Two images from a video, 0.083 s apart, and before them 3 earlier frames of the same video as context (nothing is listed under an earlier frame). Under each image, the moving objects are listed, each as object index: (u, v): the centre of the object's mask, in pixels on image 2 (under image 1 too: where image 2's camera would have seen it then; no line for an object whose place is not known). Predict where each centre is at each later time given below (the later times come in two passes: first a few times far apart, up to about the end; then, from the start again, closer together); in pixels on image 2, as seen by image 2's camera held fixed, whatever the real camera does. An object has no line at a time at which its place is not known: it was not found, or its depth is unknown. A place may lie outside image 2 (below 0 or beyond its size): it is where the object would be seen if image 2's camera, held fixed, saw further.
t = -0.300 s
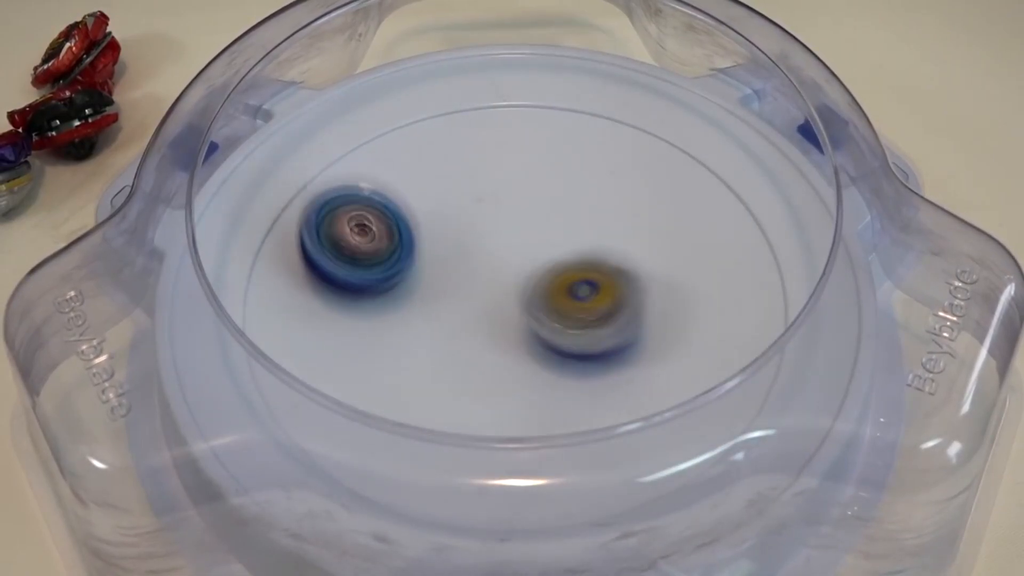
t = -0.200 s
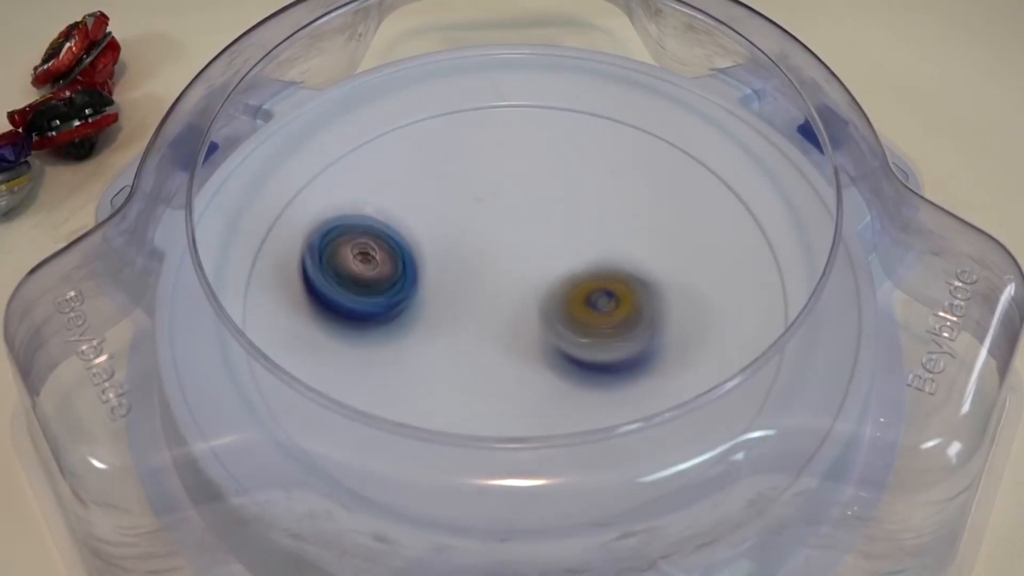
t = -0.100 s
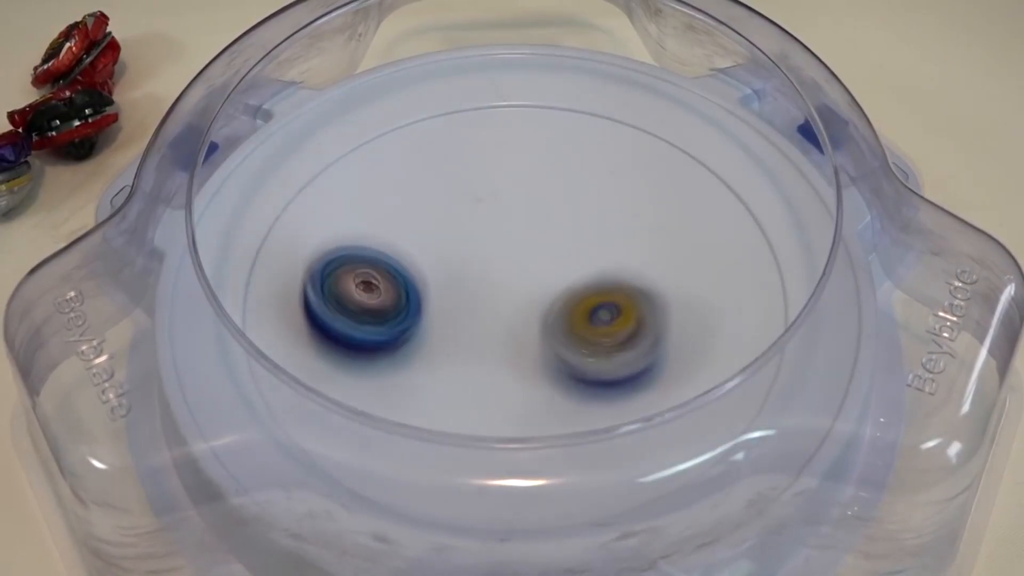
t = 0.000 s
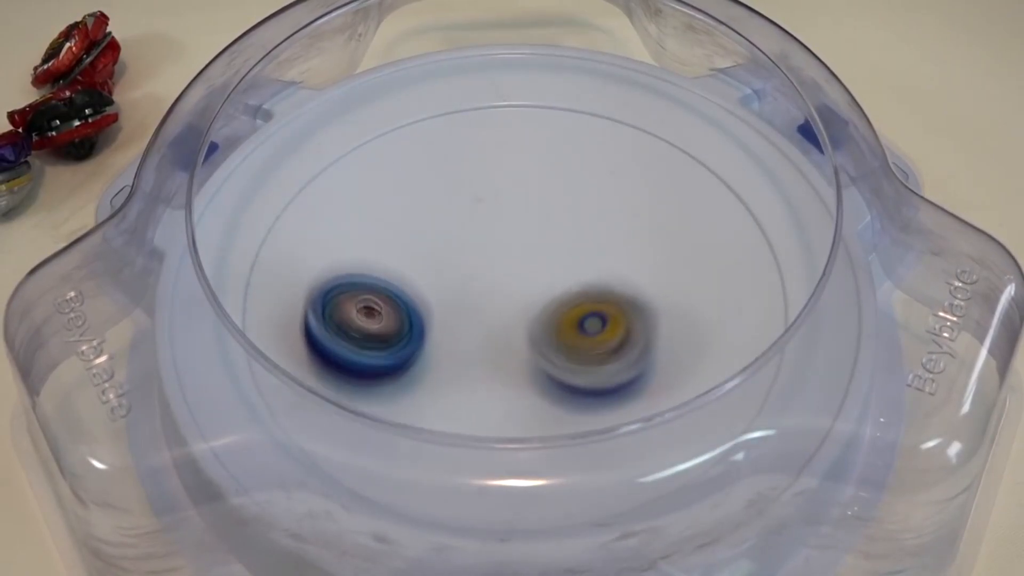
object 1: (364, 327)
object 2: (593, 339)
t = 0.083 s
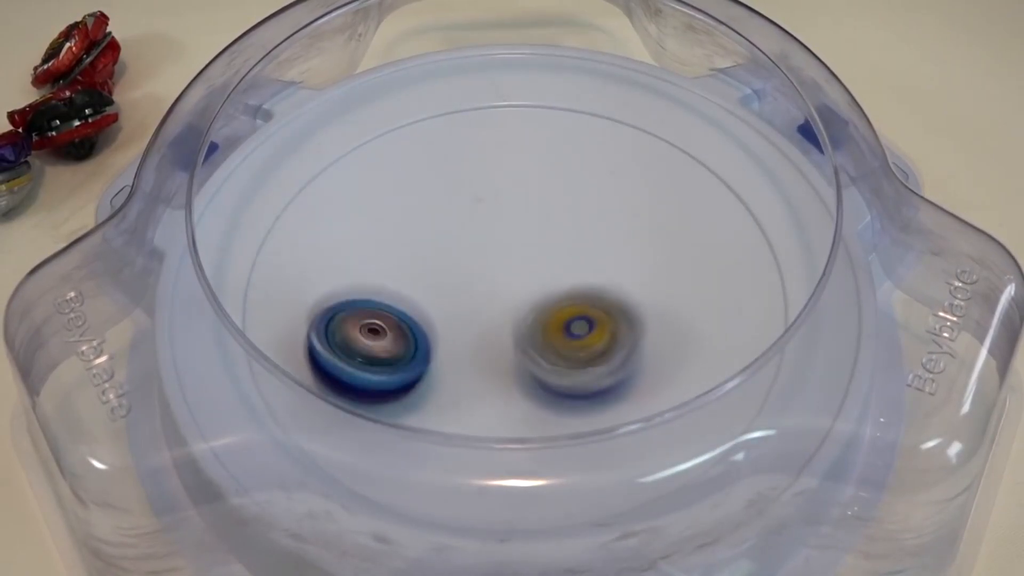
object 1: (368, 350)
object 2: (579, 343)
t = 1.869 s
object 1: (565, 285)
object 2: (445, 234)
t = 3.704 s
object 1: (490, 228)
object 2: (626, 399)
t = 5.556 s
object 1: (636, 305)
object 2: (400, 248)
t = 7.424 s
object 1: (546, 452)
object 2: (491, 239)
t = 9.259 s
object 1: (501, 345)
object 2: (545, 240)
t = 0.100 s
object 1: (369, 352)
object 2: (574, 343)
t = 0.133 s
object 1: (373, 359)
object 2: (567, 341)
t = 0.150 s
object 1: (376, 363)
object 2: (563, 339)
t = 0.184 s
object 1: (379, 368)
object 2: (553, 335)
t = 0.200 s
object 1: (381, 369)
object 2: (549, 333)
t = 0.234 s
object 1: (387, 374)
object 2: (542, 328)
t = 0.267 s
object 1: (395, 379)
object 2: (533, 321)
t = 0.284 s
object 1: (399, 382)
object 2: (530, 314)
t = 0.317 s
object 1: (408, 386)
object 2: (524, 305)
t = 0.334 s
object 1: (412, 388)
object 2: (521, 300)
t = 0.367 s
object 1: (420, 390)
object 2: (517, 290)
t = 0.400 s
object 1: (428, 393)
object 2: (515, 280)
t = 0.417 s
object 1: (433, 394)
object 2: (514, 272)
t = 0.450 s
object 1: (440, 395)
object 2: (515, 264)
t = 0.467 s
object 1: (444, 396)
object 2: (516, 262)
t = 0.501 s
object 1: (454, 397)
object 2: (517, 254)
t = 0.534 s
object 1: (465, 398)
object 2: (521, 247)
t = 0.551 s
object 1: (471, 399)
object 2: (522, 241)
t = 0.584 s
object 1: (481, 399)
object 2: (528, 236)
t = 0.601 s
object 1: (484, 399)
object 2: (531, 235)
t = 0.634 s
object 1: (493, 398)
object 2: (538, 230)
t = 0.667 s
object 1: (502, 397)
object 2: (544, 229)
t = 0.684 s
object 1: (507, 397)
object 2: (548, 228)
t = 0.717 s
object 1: (515, 395)
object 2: (551, 228)
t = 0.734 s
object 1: (520, 393)
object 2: (554, 229)
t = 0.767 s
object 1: (530, 390)
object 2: (559, 230)
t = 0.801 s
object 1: (539, 387)
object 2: (563, 232)
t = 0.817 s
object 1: (544, 385)
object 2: (564, 232)
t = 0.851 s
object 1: (552, 382)
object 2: (568, 236)
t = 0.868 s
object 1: (555, 378)
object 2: (568, 240)
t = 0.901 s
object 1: (562, 374)
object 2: (568, 243)
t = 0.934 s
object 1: (567, 369)
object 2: (567, 249)
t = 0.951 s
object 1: (570, 367)
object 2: (566, 251)
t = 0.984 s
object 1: (577, 362)
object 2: (564, 255)
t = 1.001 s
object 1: (582, 363)
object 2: (562, 254)
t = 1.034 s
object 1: (597, 369)
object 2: (554, 249)
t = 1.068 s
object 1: (607, 374)
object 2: (545, 244)
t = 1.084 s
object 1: (610, 376)
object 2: (541, 241)
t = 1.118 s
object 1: (615, 375)
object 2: (534, 236)
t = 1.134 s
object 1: (614, 374)
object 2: (531, 236)
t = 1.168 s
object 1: (612, 372)
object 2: (526, 234)
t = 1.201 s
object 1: (608, 369)
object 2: (521, 233)
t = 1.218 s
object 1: (605, 368)
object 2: (518, 231)
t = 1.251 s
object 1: (600, 364)
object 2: (513, 228)
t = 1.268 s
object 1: (596, 362)
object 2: (512, 229)
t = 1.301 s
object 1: (591, 358)
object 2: (506, 230)
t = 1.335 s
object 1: (583, 354)
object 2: (500, 228)
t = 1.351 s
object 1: (581, 353)
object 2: (498, 228)
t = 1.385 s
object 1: (575, 348)
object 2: (495, 228)
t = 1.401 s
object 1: (571, 346)
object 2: (491, 230)
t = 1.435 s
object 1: (565, 342)
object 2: (487, 230)
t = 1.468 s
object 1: (560, 338)
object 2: (484, 230)
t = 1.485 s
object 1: (558, 337)
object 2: (483, 229)
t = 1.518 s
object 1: (555, 332)
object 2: (477, 232)
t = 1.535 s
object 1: (555, 331)
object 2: (475, 233)
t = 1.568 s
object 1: (555, 324)
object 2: (473, 235)
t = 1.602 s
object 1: (556, 316)
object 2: (466, 237)
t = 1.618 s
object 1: (558, 313)
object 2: (461, 235)
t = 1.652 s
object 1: (560, 305)
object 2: (455, 233)
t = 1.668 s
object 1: (561, 301)
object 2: (455, 232)
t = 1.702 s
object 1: (563, 295)
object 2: (449, 231)
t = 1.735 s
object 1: (565, 291)
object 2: (445, 229)
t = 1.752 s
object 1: (565, 290)
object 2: (445, 228)
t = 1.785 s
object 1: (566, 288)
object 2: (445, 230)
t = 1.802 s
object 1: (566, 287)
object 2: (444, 230)
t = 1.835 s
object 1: (566, 285)
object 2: (444, 232)
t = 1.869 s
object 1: (565, 285)
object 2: (445, 234)
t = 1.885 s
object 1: (564, 283)
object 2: (447, 236)
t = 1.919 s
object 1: (565, 283)
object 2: (446, 238)
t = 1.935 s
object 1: (569, 284)
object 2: (443, 241)
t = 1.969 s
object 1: (583, 284)
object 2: (431, 242)
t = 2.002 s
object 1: (597, 287)
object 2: (424, 247)
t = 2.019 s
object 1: (602, 289)
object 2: (421, 247)
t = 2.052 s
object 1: (610, 291)
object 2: (415, 250)
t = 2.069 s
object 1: (611, 291)
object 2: (413, 253)
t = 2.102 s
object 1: (612, 292)
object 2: (408, 255)
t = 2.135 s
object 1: (610, 293)
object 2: (407, 260)
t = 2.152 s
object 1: (609, 294)
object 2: (406, 261)
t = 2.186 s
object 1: (603, 295)
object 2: (402, 263)
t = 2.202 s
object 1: (601, 296)
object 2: (402, 266)
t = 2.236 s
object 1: (595, 297)
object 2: (402, 270)
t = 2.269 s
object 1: (588, 299)
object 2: (403, 277)
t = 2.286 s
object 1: (584, 300)
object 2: (405, 277)
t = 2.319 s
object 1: (578, 301)
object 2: (405, 280)
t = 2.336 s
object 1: (575, 301)
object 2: (405, 285)
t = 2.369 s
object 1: (568, 302)
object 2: (410, 289)
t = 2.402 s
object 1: (562, 303)
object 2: (413, 297)
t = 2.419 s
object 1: (559, 303)
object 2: (416, 299)
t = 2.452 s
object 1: (553, 304)
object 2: (417, 306)
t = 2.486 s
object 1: (559, 303)
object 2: (411, 312)
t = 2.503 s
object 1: (561, 302)
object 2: (410, 316)
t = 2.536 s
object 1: (565, 301)
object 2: (408, 320)
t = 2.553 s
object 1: (566, 300)
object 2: (408, 323)
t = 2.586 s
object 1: (567, 299)
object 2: (410, 325)
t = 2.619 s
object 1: (566, 298)
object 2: (409, 328)
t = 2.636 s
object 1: (564, 298)
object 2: (410, 330)
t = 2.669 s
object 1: (562, 298)
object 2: (416, 332)
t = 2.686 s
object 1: (561, 298)
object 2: (417, 333)
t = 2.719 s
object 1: (557, 298)
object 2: (420, 336)
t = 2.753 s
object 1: (554, 298)
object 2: (427, 337)
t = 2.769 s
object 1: (555, 297)
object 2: (426, 340)
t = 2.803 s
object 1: (556, 294)
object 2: (427, 344)
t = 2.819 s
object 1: (556, 293)
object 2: (429, 346)
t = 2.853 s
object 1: (555, 291)
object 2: (434, 347)
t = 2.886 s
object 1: (554, 290)
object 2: (438, 350)
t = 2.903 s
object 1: (554, 289)
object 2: (441, 352)
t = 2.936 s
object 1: (554, 286)
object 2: (446, 355)
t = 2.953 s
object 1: (555, 284)
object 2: (446, 357)
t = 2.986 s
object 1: (556, 282)
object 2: (451, 361)
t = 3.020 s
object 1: (557, 279)
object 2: (459, 363)
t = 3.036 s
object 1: (556, 278)
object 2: (464, 363)
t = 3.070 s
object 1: (554, 277)
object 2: (470, 363)
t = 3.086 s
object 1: (554, 277)
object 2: (473, 363)
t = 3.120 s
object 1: (555, 272)
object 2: (481, 366)
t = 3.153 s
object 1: (556, 269)
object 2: (493, 368)
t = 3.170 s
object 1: (555, 269)
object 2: (496, 369)
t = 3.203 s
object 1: (554, 268)
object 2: (504, 370)
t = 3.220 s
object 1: (554, 267)
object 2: (510, 371)
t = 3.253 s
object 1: (552, 265)
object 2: (521, 371)
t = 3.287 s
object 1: (550, 264)
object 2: (530, 372)
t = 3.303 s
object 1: (549, 264)
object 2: (535, 372)
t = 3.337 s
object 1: (548, 264)
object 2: (541, 373)
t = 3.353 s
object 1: (547, 264)
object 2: (548, 374)
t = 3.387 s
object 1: (546, 264)
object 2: (562, 373)
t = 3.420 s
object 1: (545, 265)
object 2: (571, 374)
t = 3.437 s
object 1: (545, 266)
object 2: (574, 374)
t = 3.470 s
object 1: (543, 266)
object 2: (579, 376)
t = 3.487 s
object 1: (543, 267)
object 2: (582, 376)
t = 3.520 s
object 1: (541, 268)
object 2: (586, 376)
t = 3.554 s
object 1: (539, 271)
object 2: (590, 374)
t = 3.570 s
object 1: (539, 271)
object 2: (592, 373)
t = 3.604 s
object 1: (538, 272)
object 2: (593, 372)
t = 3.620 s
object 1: (538, 272)
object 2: (593, 371)
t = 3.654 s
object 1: (524, 260)
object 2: (606, 377)
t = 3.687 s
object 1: (500, 236)
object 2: (622, 391)
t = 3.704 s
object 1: (490, 228)
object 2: (626, 399)
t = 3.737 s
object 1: (471, 212)
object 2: (629, 405)
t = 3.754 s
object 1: (463, 205)
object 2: (629, 409)
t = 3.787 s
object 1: (449, 195)
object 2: (626, 414)
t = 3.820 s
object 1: (438, 188)
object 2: (620, 417)
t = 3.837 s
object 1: (435, 187)
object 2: (615, 418)
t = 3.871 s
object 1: (429, 184)
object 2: (603, 415)
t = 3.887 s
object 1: (426, 183)
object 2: (598, 414)
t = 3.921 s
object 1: (422, 182)
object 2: (587, 407)
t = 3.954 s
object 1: (419, 184)
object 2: (577, 396)
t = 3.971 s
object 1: (419, 187)
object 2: (570, 387)
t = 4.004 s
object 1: (420, 193)
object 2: (565, 378)
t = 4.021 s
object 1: (421, 195)
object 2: (561, 370)
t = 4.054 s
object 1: (425, 200)
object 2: (555, 355)
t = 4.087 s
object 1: (429, 205)
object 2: (552, 338)
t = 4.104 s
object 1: (432, 208)
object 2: (550, 330)
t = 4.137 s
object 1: (435, 215)
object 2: (549, 313)
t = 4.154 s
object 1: (437, 218)
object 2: (549, 304)
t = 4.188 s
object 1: (440, 226)
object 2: (549, 289)
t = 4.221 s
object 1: (411, 219)
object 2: (583, 279)
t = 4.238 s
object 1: (396, 217)
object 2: (595, 278)
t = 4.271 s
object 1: (370, 214)
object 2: (622, 272)
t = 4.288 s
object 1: (360, 213)
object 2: (634, 266)
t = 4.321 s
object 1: (345, 217)
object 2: (649, 258)
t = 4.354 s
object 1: (336, 221)
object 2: (661, 252)
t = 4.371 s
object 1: (333, 225)
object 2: (667, 251)
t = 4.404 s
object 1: (331, 230)
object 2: (675, 248)
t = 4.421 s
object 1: (330, 234)
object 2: (679, 245)
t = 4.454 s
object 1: (331, 240)
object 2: (687, 245)
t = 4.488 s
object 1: (332, 249)
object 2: (692, 247)
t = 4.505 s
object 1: (334, 253)
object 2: (693, 248)
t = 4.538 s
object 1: (337, 263)
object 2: (694, 251)
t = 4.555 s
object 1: (338, 269)
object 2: (691, 253)
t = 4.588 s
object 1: (343, 282)
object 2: (686, 257)
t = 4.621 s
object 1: (349, 296)
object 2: (681, 263)
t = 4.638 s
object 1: (352, 304)
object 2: (676, 265)
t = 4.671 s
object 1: (359, 319)
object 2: (662, 270)
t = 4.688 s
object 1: (363, 327)
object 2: (655, 270)
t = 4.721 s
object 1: (369, 343)
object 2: (635, 274)
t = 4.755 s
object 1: (378, 359)
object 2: (611, 275)
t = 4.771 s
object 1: (382, 364)
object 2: (603, 275)
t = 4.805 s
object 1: (390, 375)
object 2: (581, 273)
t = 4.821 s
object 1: (396, 381)
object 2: (570, 271)
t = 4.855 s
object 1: (402, 404)
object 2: (551, 267)
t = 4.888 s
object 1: (412, 417)
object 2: (531, 266)
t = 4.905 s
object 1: (416, 426)
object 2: (523, 265)
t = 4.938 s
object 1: (425, 436)
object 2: (506, 260)
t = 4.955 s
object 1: (431, 441)
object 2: (497, 257)
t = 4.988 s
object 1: (440, 449)
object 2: (482, 253)
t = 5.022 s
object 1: (450, 454)
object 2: (469, 251)
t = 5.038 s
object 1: (454, 455)
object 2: (462, 252)
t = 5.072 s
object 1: (462, 456)
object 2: (450, 249)
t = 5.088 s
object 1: (466, 456)
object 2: (443, 246)
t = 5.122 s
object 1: (474, 452)
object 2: (434, 242)
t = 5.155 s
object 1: (479, 449)
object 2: (427, 238)
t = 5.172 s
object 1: (482, 448)
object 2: (425, 239)
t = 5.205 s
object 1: (489, 442)
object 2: (415, 237)
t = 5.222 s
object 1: (491, 437)
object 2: (412, 235)
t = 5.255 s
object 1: (495, 435)
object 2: (407, 233)
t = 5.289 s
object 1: (502, 424)
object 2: (402, 229)
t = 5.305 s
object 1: (505, 422)
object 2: (398, 231)
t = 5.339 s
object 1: (516, 409)
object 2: (391, 231)
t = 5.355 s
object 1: (521, 399)
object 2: (387, 230)
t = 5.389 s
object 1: (534, 391)
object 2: (384, 228)
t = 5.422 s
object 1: (549, 378)
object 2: (384, 229)
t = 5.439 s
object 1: (560, 372)
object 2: (383, 232)
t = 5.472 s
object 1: (581, 353)
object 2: (388, 236)
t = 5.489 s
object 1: (591, 342)
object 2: (388, 235)
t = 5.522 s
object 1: (614, 325)
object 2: (394, 242)
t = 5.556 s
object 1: (636, 305)
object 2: (400, 248)
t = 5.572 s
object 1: (648, 298)
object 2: (402, 252)
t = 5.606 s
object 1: (669, 280)
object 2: (409, 259)
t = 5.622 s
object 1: (680, 271)
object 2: (411, 262)
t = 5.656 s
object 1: (699, 256)
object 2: (421, 274)
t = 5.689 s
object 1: (715, 242)
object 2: (430, 285)
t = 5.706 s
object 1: (721, 237)
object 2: (436, 292)
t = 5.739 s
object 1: (731, 226)
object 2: (441, 299)
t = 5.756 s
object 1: (736, 221)
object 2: (448, 306)
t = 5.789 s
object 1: (741, 214)
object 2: (456, 318)
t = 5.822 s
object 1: (743, 209)
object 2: (460, 327)
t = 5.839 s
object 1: (743, 208)
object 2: (465, 331)
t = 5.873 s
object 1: (741, 206)
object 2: (470, 340)
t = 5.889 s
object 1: (739, 207)
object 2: (477, 344)
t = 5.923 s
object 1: (734, 207)
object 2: (480, 354)
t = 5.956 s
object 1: (727, 209)
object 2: (487, 359)
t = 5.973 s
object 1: (723, 211)
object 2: (491, 362)
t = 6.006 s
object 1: (715, 216)
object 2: (499, 370)
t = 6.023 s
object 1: (709, 218)
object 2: (504, 372)
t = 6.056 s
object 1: (700, 223)
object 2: (509, 376)
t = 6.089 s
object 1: (690, 228)
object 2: (518, 379)
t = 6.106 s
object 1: (684, 230)
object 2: (519, 383)
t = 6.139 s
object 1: (671, 236)
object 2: (527, 388)
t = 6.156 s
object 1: (662, 239)
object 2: (528, 387)
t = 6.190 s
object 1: (641, 244)
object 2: (537, 389)
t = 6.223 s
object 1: (615, 248)
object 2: (543, 390)
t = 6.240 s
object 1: (601, 249)
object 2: (544, 389)
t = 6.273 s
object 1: (567, 251)
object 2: (546, 388)
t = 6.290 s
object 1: (549, 250)
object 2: (550, 387)
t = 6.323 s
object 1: (512, 247)
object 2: (553, 384)
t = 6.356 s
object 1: (474, 241)
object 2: (557, 379)
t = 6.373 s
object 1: (456, 237)
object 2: (560, 378)
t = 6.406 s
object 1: (422, 228)
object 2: (566, 372)
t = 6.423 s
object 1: (405, 223)
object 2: (567, 368)
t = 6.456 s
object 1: (374, 211)
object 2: (572, 362)
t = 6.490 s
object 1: (349, 200)
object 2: (577, 355)
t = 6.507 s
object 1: (338, 195)
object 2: (579, 353)
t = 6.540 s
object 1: (319, 187)
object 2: (582, 343)
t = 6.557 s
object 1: (311, 183)
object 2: (586, 337)
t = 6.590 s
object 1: (301, 178)
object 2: (588, 330)
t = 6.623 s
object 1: (305, 182)
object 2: (588, 321)
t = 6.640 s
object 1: (308, 185)
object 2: (589, 317)
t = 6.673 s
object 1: (315, 191)
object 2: (592, 308)
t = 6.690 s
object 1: (318, 194)
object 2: (591, 302)
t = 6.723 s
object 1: (326, 199)
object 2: (594, 290)
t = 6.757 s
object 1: (336, 205)
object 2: (594, 284)
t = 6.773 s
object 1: (342, 209)
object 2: (593, 282)
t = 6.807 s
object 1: (354, 216)
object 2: (593, 272)
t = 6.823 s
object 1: (361, 221)
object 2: (593, 267)
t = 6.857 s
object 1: (373, 230)
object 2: (592, 259)
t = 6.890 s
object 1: (385, 238)
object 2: (594, 250)
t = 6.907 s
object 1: (390, 245)
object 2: (594, 249)
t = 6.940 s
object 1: (402, 258)
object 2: (590, 244)
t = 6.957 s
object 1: (408, 267)
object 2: (589, 239)
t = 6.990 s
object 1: (421, 284)
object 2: (588, 235)
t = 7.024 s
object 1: (435, 305)
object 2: (584, 230)
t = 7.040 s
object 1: (441, 315)
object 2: (583, 228)
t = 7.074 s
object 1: (454, 337)
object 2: (579, 227)
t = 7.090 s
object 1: (461, 349)
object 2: (574, 225)
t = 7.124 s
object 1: (473, 371)
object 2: (570, 222)
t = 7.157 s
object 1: (484, 389)
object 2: (565, 225)
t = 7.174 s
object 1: (489, 392)
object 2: (562, 224)
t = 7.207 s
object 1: (499, 401)
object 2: (557, 226)
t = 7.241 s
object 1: (512, 426)
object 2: (547, 227)
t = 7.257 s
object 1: (517, 432)
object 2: (541, 226)
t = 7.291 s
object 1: (527, 439)
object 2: (535, 228)
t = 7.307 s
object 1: (531, 451)
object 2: (530, 231)
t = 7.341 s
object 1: (538, 453)
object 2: (520, 232)
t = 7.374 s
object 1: (542, 455)
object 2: (510, 237)
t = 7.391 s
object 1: (544, 455)
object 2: (503, 239)
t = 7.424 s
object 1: (546, 452)
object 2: (491, 239)
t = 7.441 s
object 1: (546, 450)
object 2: (487, 245)
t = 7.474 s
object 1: (546, 449)
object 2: (476, 246)
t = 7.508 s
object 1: (547, 438)
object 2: (469, 252)
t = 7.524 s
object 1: (547, 437)
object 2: (462, 250)
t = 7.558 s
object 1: (546, 430)
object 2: (449, 253)
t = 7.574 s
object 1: (546, 425)
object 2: (448, 256)
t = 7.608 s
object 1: (546, 419)
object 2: (438, 258)
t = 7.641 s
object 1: (548, 399)
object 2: (432, 261)
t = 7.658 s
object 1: (548, 397)
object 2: (429, 263)
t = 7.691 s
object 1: (552, 386)
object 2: (420, 267)
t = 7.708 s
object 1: (555, 376)
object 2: (419, 269)
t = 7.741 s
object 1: (562, 355)
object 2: (415, 273)
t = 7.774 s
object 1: (569, 331)
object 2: (413, 276)
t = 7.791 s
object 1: (574, 318)
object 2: (414, 277)
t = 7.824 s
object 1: (583, 294)
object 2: (411, 283)
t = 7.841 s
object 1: (588, 282)
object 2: (411, 284)
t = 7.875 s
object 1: (597, 259)
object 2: (411, 290)
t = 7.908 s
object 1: (605, 236)
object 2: (414, 294)
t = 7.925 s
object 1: (609, 224)
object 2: (416, 293)
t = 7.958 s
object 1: (618, 202)
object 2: (417, 299)
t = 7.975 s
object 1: (621, 193)
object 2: (420, 301)
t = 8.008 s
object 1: (626, 178)
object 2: (423, 305)
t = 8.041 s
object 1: (629, 165)
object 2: (432, 310)
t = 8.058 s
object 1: (630, 160)
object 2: (435, 310)
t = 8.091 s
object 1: (630, 154)
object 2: (439, 318)
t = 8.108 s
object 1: (630, 154)
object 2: (445, 320)
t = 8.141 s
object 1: (629, 154)
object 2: (449, 326)
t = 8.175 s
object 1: (626, 156)
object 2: (461, 331)
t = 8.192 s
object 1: (625, 157)
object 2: (466, 331)
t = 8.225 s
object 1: (623, 161)
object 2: (473, 337)
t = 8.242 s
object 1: (621, 164)
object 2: (478, 339)
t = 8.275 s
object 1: (618, 170)
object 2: (484, 344)
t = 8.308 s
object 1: (613, 177)
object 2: (496, 347)
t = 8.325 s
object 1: (610, 179)
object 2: (503, 346)
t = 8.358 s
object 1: (602, 188)
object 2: (509, 350)
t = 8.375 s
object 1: (595, 194)
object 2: (514, 351)
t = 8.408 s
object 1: (579, 205)
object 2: (526, 354)
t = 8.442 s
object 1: (558, 218)
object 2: (534, 355)
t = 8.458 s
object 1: (547, 224)
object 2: (542, 356)
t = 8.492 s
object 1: (519, 237)
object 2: (549, 356)
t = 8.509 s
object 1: (505, 243)
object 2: (552, 356)
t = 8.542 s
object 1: (475, 256)
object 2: (564, 356)
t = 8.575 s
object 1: (446, 267)
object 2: (569, 354)
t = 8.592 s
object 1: (431, 271)
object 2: (574, 352)
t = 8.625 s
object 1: (403, 281)
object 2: (577, 351)
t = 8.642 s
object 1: (390, 284)
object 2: (579, 351)
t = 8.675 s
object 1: (364, 291)
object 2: (587, 348)
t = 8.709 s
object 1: (341, 298)
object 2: (589, 344)
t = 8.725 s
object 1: (330, 301)
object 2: (589, 342)
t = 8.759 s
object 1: (314, 306)
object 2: (591, 336)
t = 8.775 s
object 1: (308, 308)
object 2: (591, 336)
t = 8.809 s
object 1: (302, 312)
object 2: (592, 331)
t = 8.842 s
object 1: (300, 313)
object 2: (590, 326)
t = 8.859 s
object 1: (300, 315)
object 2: (587, 324)
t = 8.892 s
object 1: (303, 318)
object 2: (588, 317)
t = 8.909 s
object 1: (305, 317)
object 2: (585, 315)
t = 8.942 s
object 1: (309, 317)
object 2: (585, 306)
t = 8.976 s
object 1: (317, 317)
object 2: (580, 302)
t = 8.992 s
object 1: (321, 317)
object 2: (579, 295)
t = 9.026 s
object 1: (329, 317)
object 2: (573, 289)
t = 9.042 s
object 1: (336, 317)
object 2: (573, 285)
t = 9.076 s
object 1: (352, 320)
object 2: (568, 279)
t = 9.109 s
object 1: (373, 322)
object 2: (566, 271)
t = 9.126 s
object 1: (384, 324)
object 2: (562, 267)
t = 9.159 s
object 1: (409, 329)
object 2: (559, 258)
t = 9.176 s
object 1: (423, 334)
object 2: (557, 257)
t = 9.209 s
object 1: (454, 339)
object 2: (551, 249)
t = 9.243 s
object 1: (484, 344)
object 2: (548, 246)
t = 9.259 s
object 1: (501, 345)
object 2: (545, 240)
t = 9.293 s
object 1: (537, 351)
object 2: (543, 238)
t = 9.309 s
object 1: (553, 353)
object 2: (538, 235)
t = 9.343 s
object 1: (583, 353)
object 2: (535, 233)
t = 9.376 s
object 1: (616, 355)
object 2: (530, 229)
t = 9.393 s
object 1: (632, 354)
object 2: (530, 227)
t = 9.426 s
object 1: (654, 354)
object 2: (521, 226)
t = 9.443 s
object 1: (664, 353)
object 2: (521, 228)
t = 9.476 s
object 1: (681, 349)
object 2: (515, 227)
